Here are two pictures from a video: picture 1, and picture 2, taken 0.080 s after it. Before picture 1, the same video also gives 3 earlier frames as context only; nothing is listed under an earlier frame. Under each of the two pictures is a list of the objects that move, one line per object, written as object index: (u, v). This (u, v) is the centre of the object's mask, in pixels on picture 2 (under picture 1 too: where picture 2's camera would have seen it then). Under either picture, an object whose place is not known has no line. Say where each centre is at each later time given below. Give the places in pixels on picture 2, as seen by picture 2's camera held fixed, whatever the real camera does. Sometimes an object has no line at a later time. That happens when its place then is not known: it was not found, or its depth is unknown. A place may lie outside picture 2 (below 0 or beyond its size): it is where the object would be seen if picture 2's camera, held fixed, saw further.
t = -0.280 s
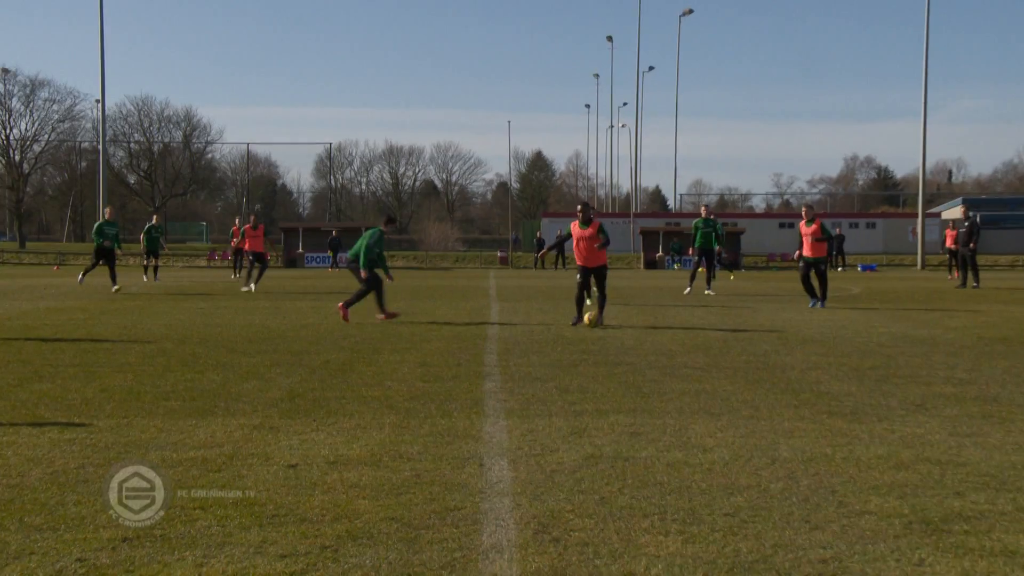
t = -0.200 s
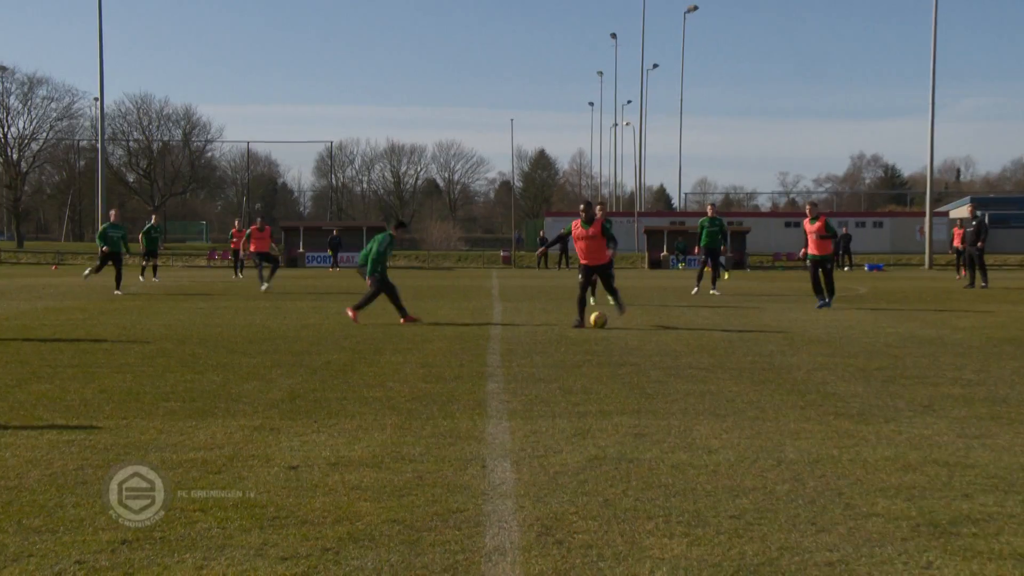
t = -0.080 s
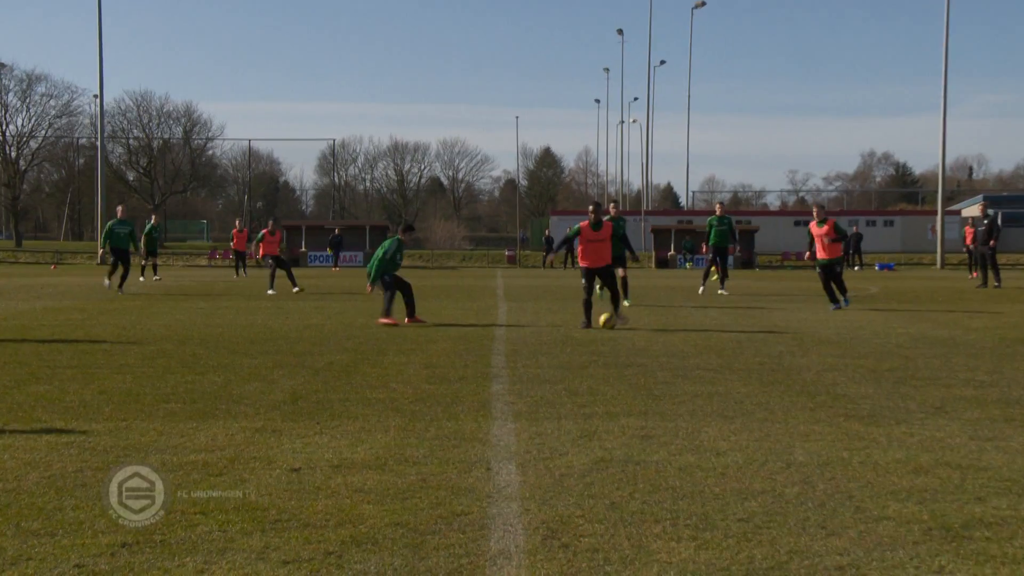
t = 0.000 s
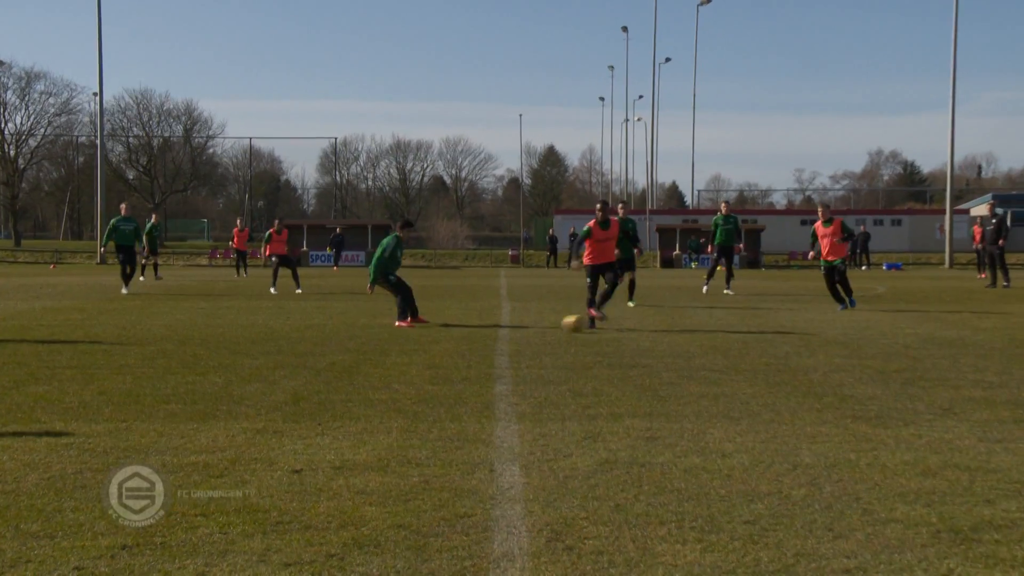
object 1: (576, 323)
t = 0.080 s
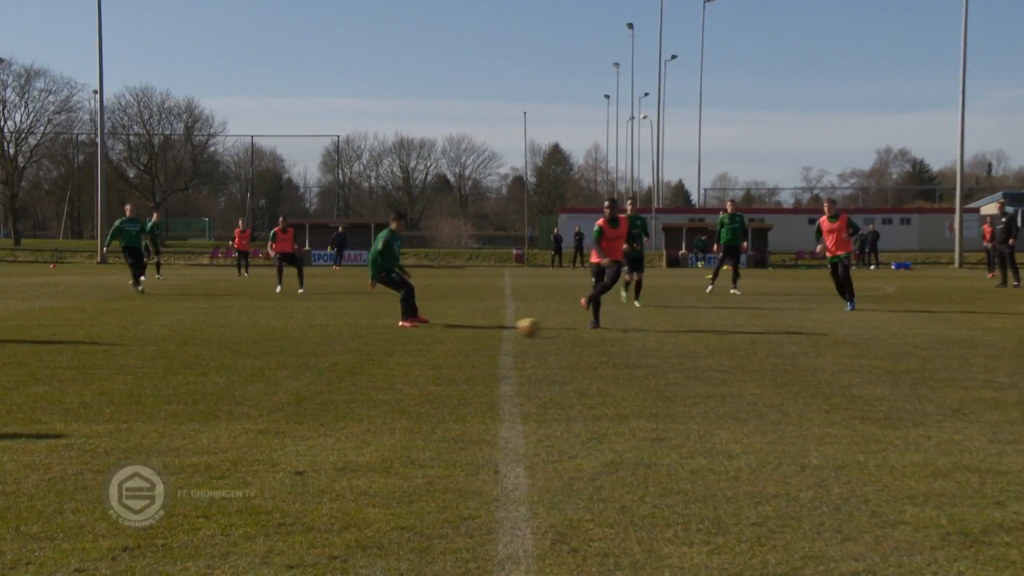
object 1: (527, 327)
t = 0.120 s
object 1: (500, 330)
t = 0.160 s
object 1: (473, 334)
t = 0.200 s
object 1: (447, 336)
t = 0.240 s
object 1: (420, 337)
